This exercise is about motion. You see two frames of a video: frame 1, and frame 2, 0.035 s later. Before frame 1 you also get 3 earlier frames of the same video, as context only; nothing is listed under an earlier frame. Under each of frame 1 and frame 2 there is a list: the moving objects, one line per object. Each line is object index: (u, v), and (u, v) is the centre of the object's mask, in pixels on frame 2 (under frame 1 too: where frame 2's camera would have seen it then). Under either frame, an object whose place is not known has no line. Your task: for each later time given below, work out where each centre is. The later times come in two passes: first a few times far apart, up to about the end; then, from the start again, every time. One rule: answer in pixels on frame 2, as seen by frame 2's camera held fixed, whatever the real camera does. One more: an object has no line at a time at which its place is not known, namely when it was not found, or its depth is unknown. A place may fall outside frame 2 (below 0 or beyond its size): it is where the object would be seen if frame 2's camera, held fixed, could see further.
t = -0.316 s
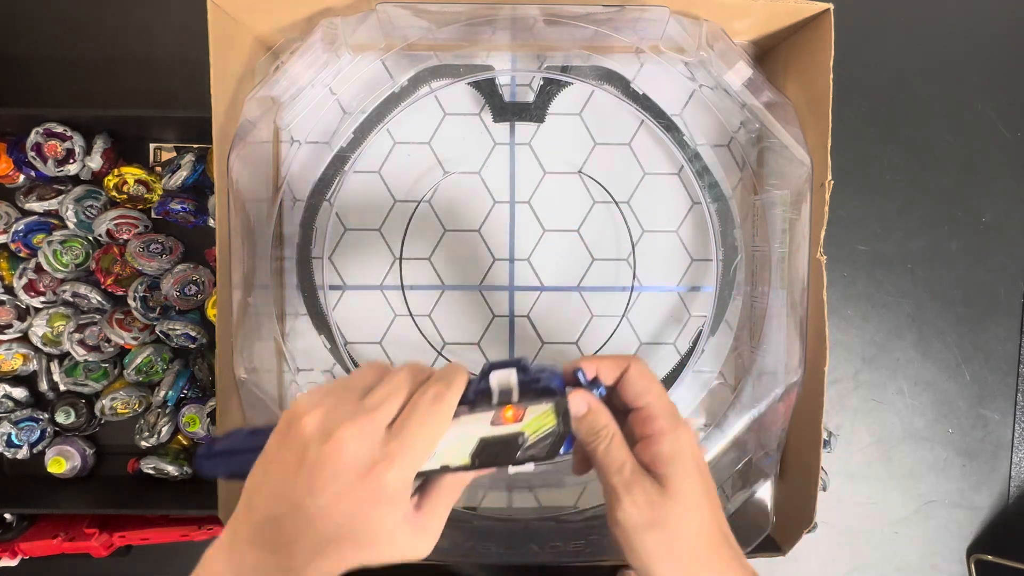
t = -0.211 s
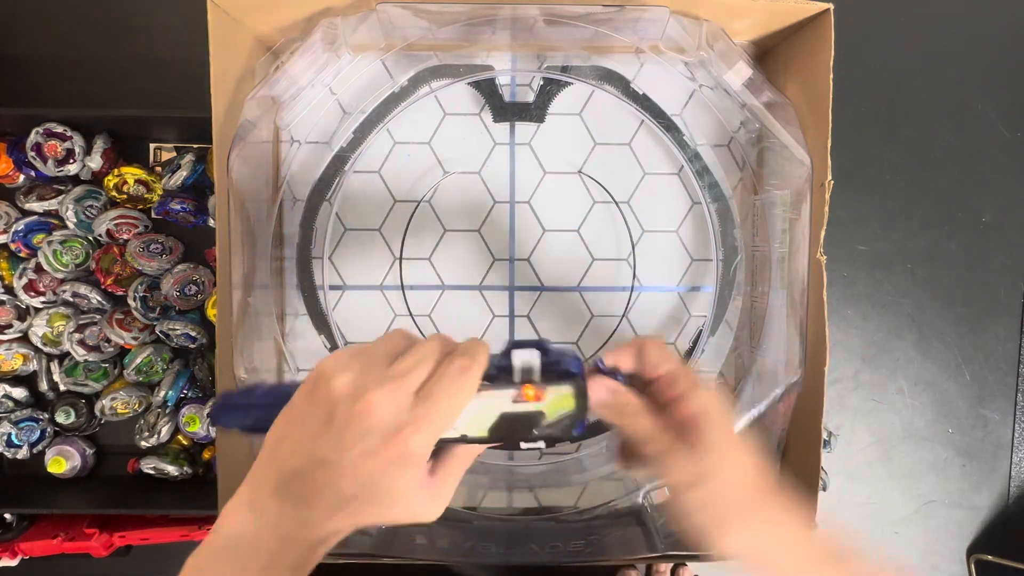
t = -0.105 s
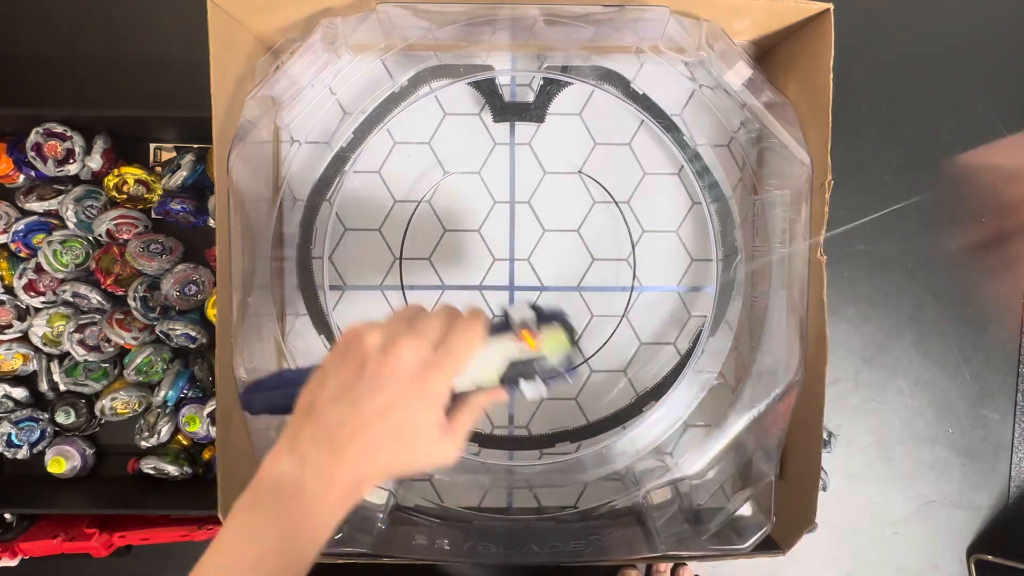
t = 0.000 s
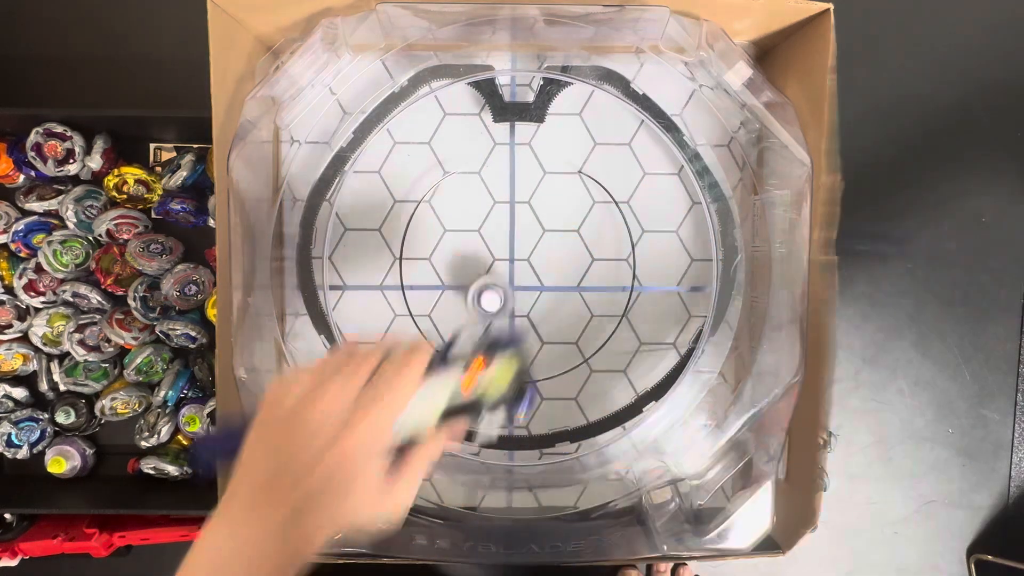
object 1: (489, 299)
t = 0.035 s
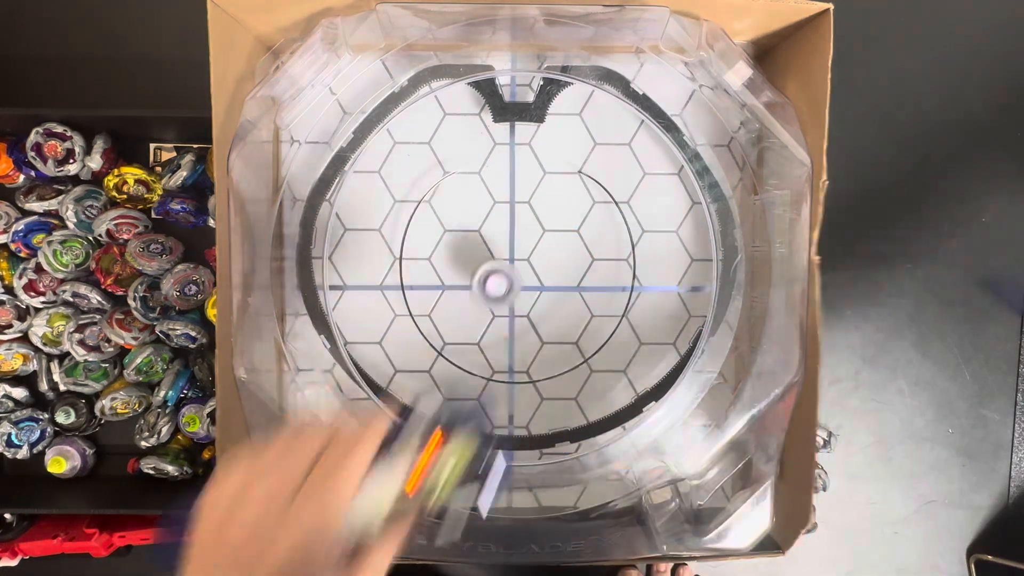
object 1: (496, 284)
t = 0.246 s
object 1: (542, 195)
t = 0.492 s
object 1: (569, 105)
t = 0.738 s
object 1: (581, 168)
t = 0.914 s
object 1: (558, 229)
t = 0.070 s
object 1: (502, 269)
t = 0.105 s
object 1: (510, 251)
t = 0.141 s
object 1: (515, 238)
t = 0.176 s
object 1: (525, 221)
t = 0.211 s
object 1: (533, 207)
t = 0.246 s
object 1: (542, 195)
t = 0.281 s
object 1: (549, 181)
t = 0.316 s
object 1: (560, 157)
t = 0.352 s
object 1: (561, 147)
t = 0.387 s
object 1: (565, 136)
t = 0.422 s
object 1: (566, 125)
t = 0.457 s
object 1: (567, 115)
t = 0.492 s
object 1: (569, 105)
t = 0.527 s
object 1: (570, 97)
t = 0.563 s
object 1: (573, 107)
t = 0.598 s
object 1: (575, 119)
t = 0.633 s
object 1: (578, 132)
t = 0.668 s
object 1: (580, 145)
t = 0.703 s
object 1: (582, 156)
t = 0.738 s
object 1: (581, 168)
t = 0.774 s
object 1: (581, 180)
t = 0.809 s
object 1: (577, 191)
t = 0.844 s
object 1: (571, 205)
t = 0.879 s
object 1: (565, 218)
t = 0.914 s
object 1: (558, 229)
